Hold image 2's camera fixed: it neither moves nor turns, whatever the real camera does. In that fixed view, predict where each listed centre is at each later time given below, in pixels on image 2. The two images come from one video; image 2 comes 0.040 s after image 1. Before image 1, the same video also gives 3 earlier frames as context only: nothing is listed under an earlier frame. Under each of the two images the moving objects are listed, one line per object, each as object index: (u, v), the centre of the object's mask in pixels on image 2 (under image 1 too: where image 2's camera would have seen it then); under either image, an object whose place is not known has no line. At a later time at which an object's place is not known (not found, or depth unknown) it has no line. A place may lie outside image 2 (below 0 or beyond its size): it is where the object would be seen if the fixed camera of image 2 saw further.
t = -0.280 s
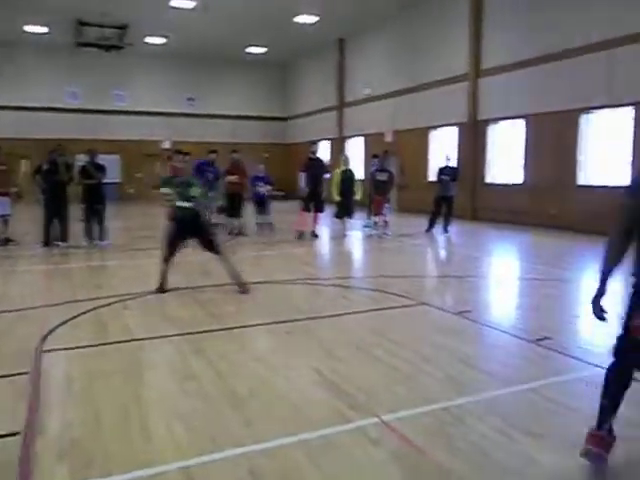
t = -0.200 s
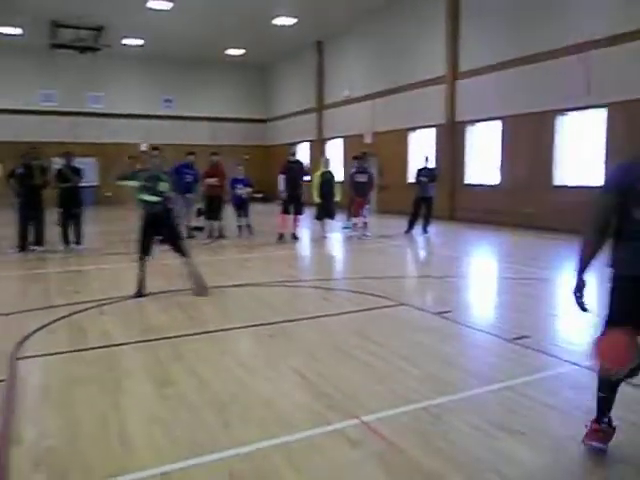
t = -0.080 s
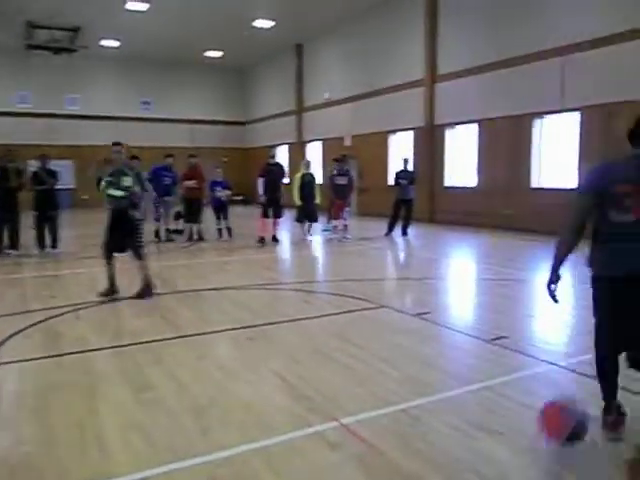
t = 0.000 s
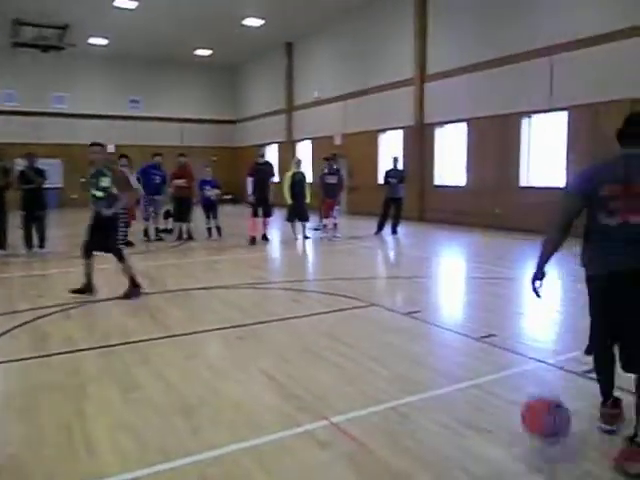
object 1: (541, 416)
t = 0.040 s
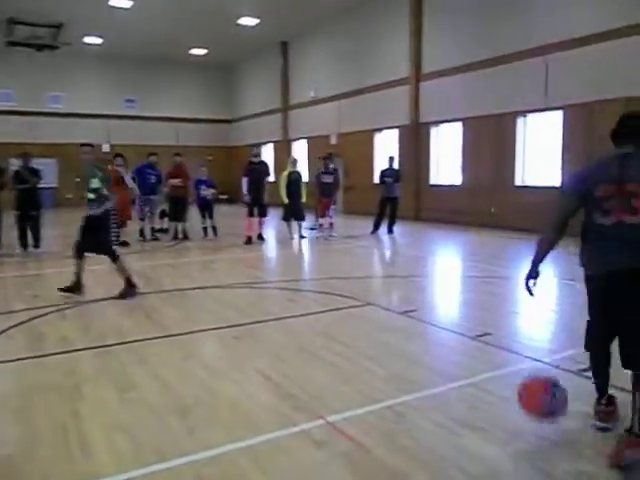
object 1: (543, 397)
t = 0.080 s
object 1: (543, 380)
